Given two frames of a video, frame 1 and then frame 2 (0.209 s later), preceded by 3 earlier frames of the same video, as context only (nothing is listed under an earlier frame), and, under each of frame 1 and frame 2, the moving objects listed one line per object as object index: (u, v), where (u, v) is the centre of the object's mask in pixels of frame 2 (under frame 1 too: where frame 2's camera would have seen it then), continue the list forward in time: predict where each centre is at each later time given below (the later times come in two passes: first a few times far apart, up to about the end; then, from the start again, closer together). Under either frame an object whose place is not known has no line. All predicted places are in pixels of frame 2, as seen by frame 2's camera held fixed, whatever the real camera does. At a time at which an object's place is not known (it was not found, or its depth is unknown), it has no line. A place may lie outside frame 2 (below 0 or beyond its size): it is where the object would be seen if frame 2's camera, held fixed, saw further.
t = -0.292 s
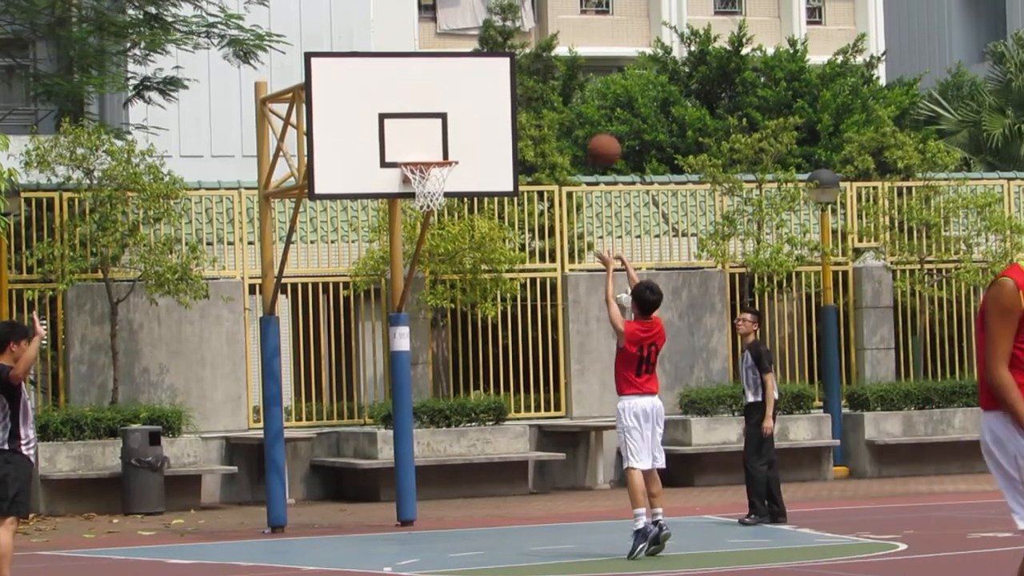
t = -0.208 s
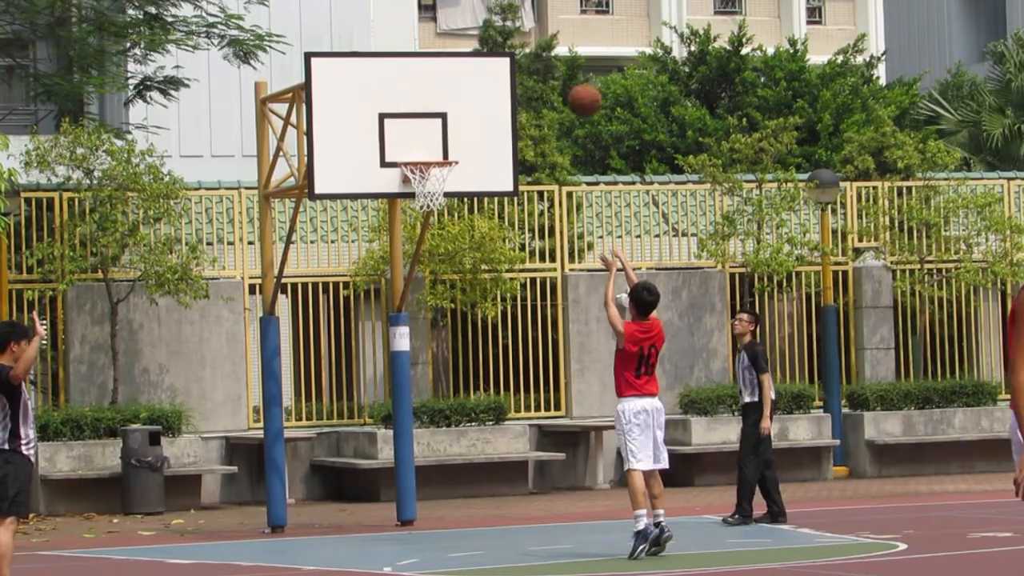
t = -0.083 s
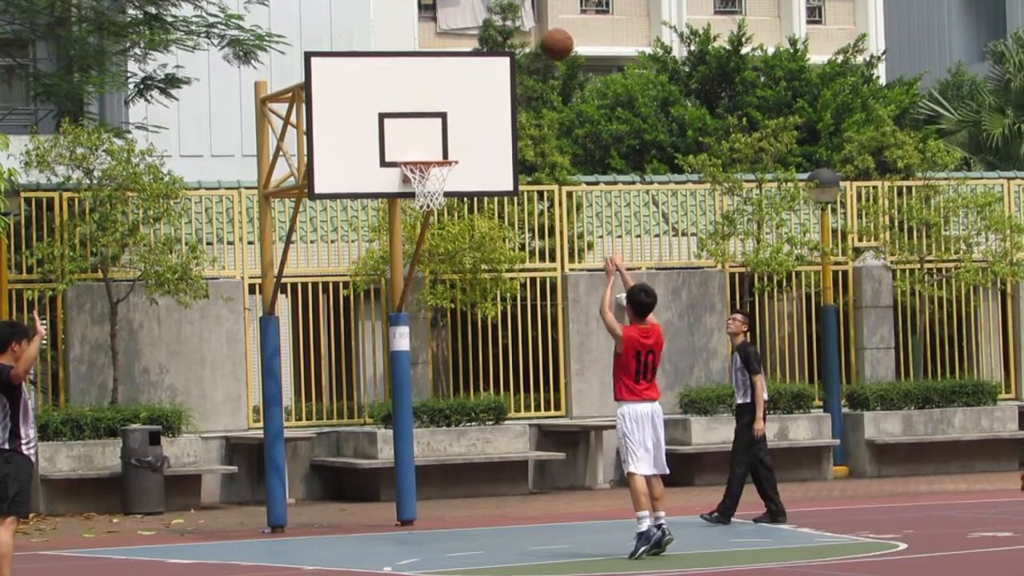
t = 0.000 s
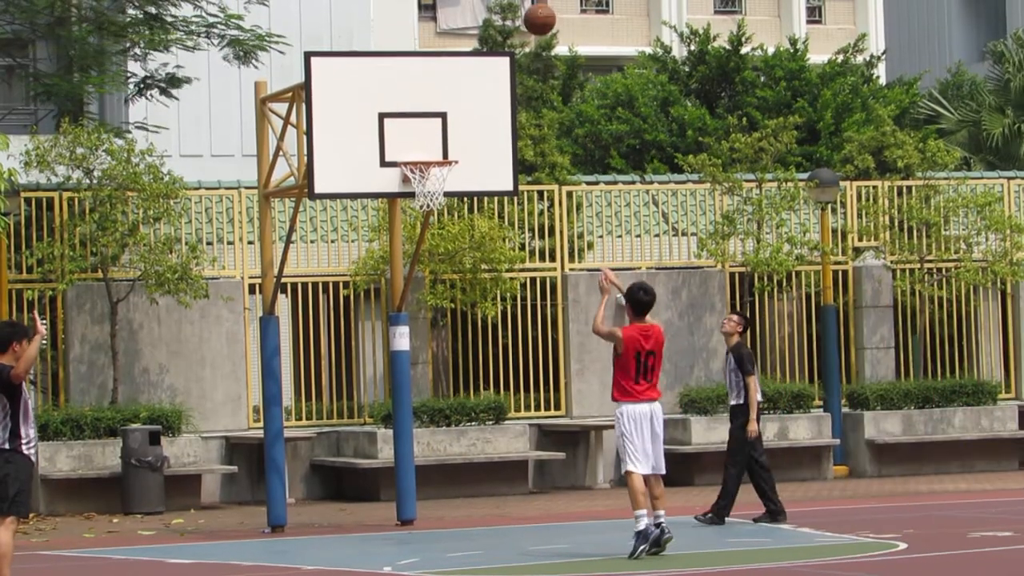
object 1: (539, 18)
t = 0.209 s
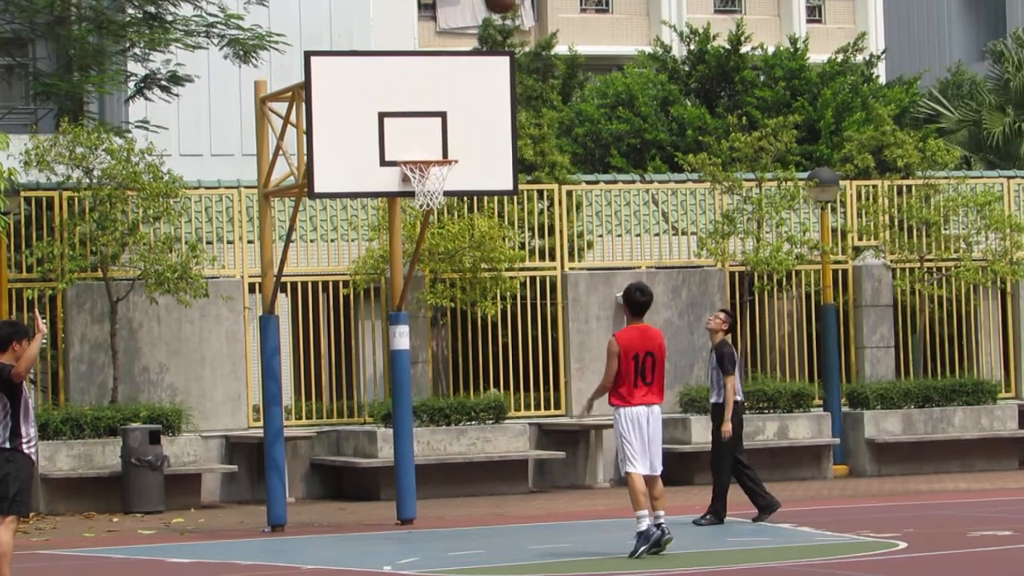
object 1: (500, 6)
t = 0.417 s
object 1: (464, 31)
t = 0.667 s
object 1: (427, 138)
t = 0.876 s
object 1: (424, 134)
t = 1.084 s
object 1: (436, 146)
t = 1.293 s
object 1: (423, 179)
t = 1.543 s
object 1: (404, 246)
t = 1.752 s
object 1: (392, 350)
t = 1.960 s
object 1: (383, 503)
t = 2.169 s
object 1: (377, 419)
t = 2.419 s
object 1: (371, 337)
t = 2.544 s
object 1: (369, 323)
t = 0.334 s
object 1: (478, 13)
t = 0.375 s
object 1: (471, 20)
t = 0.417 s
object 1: (464, 31)
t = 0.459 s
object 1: (458, 44)
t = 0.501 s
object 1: (451, 59)
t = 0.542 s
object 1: (445, 76)
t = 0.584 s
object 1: (439, 95)
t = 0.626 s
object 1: (433, 115)
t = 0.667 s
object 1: (427, 138)
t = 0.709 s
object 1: (425, 151)
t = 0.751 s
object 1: (429, 151)
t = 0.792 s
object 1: (429, 147)
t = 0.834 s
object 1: (426, 140)
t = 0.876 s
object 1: (424, 134)
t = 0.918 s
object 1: (422, 131)
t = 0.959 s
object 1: (425, 132)
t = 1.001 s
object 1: (429, 135)
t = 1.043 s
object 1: (432, 140)
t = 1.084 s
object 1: (436, 146)
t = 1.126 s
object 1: (440, 151)
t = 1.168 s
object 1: (440, 162)
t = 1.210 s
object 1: (432, 168)
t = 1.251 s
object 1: (426, 177)
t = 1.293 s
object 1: (423, 179)
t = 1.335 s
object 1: (418, 203)
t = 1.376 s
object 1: (415, 205)
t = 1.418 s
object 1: (411, 210)
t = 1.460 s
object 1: (409, 219)
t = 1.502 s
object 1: (406, 231)
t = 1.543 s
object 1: (404, 246)
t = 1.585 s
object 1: (401, 262)
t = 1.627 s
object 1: (400, 281)
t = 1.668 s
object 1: (397, 301)
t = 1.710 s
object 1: (395, 324)
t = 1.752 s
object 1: (392, 350)
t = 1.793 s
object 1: (390, 375)
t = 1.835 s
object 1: (389, 403)
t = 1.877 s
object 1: (387, 435)
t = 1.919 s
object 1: (385, 466)
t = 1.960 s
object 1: (383, 503)
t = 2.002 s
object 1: (382, 518)
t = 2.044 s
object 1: (381, 488)
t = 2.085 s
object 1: (379, 462)
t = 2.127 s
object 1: (378, 440)
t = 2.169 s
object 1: (377, 419)
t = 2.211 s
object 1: (376, 401)
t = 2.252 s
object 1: (374, 384)
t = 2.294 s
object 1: (374, 369)
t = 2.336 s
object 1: (373, 356)
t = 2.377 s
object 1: (372, 345)
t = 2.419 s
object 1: (371, 337)
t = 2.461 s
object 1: (371, 329)
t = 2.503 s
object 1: (370, 326)
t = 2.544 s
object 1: (369, 323)
